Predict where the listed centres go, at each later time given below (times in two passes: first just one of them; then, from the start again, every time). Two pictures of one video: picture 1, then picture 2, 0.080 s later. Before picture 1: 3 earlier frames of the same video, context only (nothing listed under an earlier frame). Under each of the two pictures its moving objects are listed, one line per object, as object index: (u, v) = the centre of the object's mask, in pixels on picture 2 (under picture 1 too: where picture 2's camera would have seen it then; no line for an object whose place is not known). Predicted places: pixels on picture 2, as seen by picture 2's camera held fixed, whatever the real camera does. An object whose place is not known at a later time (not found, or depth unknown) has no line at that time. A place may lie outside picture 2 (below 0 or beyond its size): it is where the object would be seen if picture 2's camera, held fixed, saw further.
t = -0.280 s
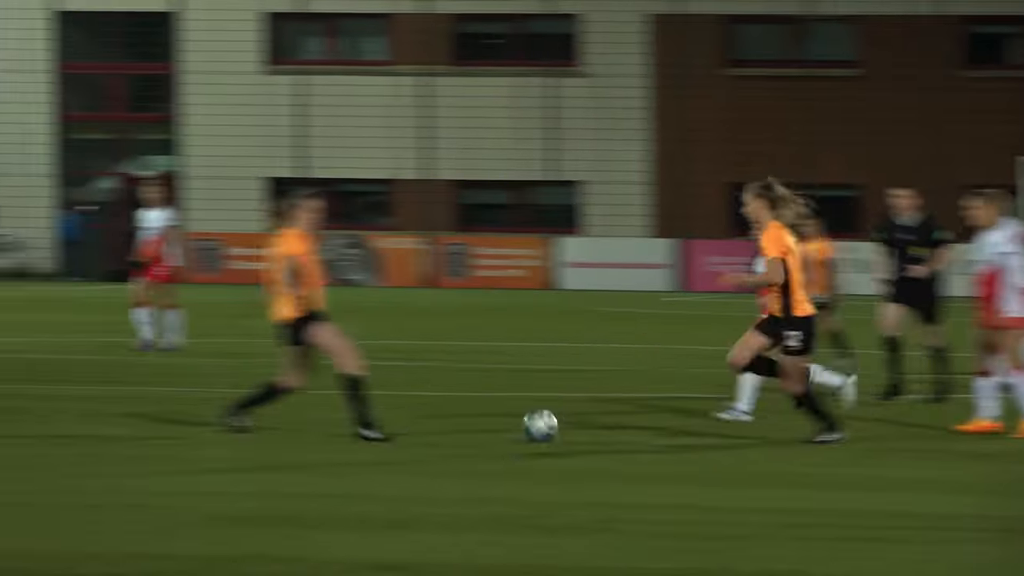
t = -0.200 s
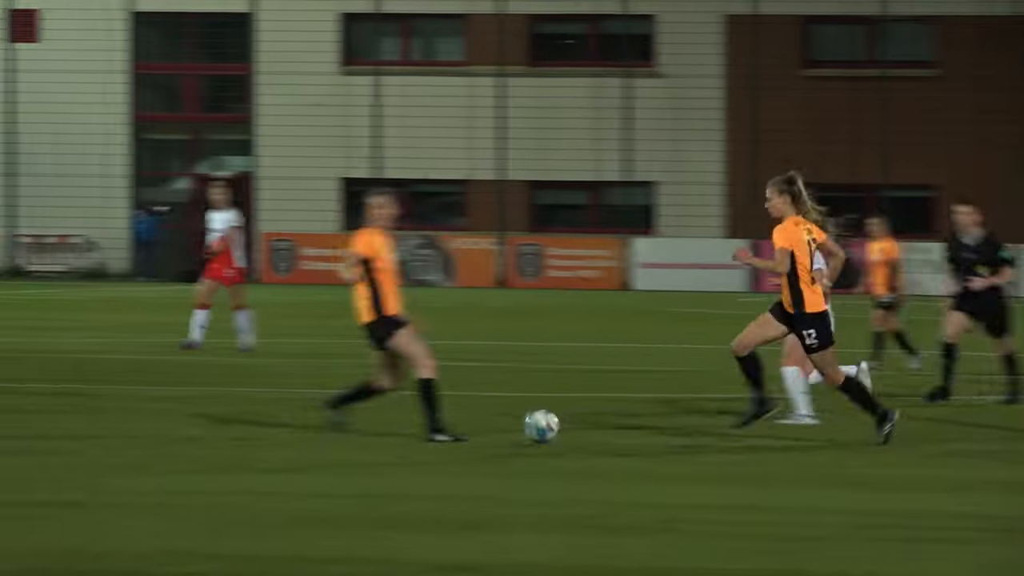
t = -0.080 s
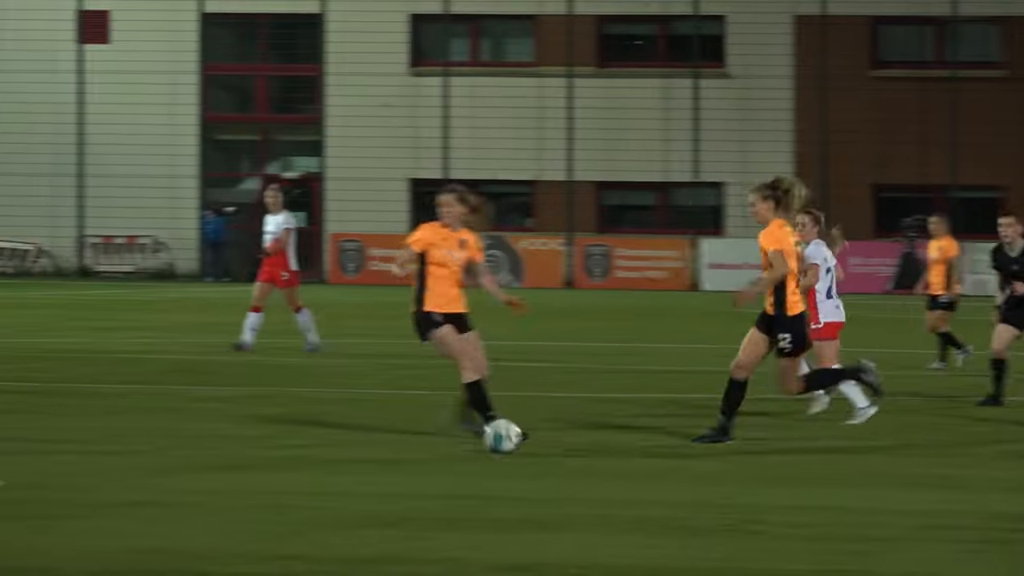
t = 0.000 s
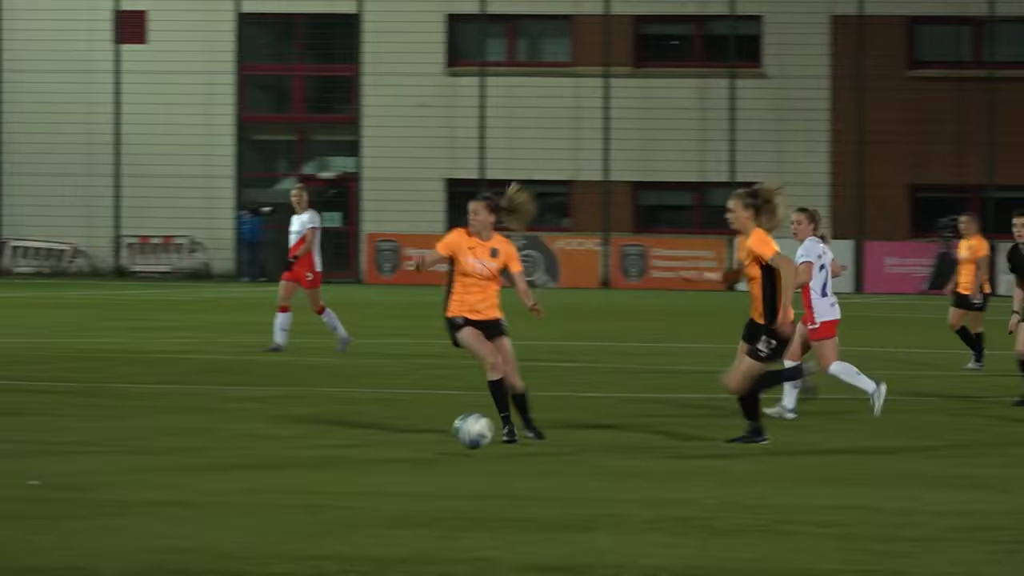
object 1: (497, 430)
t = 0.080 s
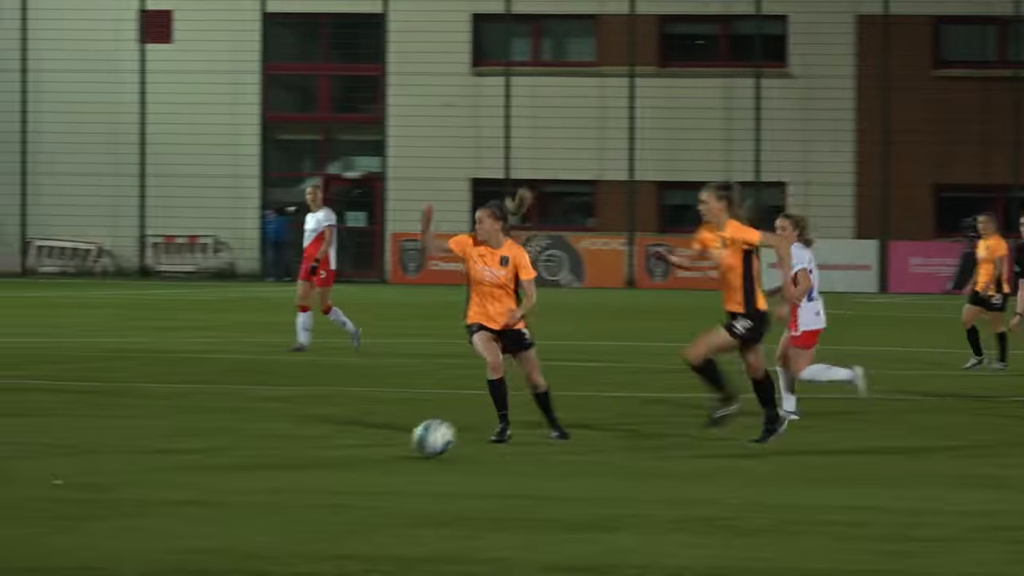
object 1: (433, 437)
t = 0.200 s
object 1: (349, 436)
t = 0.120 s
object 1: (403, 443)
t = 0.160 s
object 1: (375, 439)
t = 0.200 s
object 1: (349, 436)
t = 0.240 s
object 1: (321, 438)
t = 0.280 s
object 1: (297, 441)
